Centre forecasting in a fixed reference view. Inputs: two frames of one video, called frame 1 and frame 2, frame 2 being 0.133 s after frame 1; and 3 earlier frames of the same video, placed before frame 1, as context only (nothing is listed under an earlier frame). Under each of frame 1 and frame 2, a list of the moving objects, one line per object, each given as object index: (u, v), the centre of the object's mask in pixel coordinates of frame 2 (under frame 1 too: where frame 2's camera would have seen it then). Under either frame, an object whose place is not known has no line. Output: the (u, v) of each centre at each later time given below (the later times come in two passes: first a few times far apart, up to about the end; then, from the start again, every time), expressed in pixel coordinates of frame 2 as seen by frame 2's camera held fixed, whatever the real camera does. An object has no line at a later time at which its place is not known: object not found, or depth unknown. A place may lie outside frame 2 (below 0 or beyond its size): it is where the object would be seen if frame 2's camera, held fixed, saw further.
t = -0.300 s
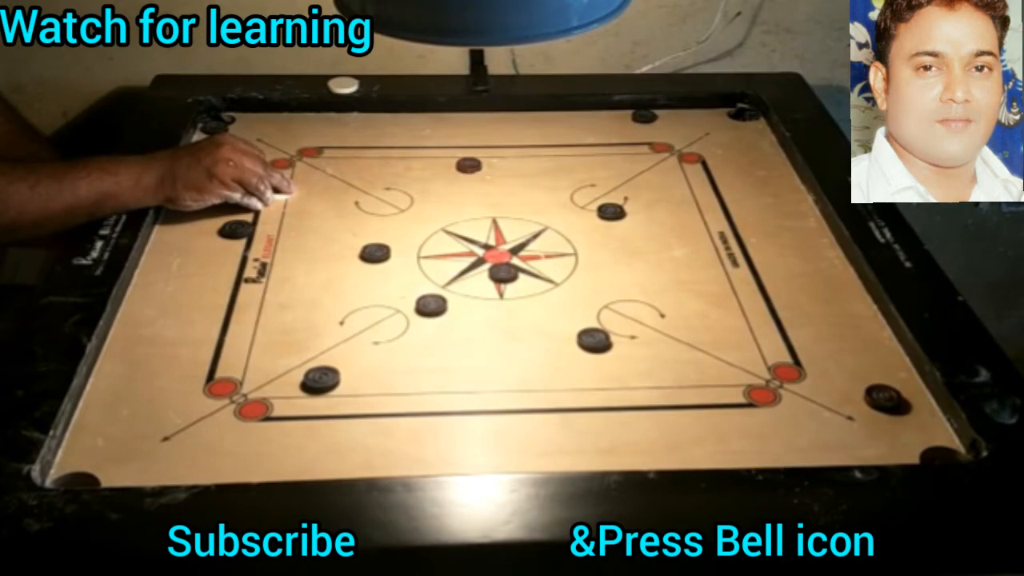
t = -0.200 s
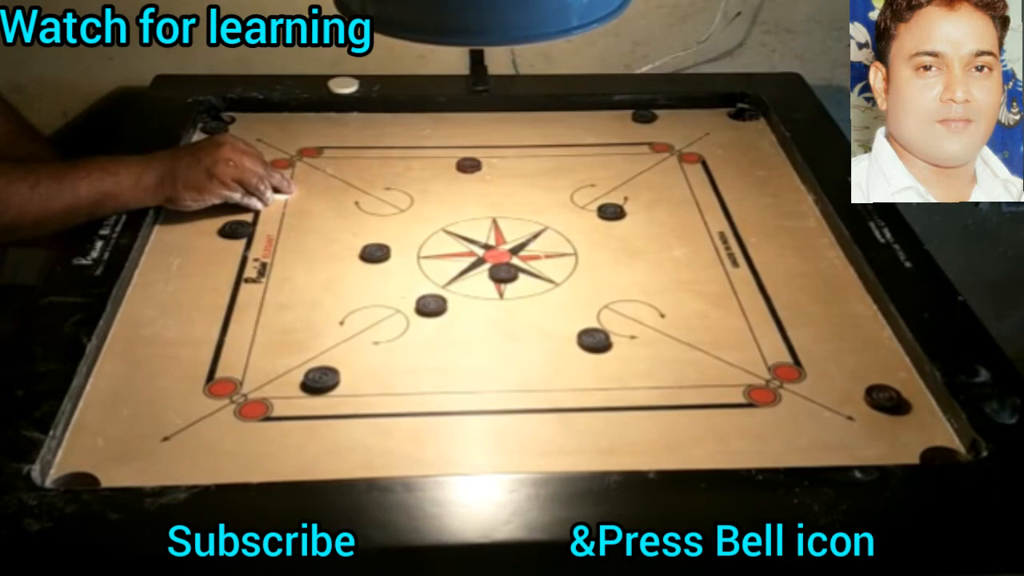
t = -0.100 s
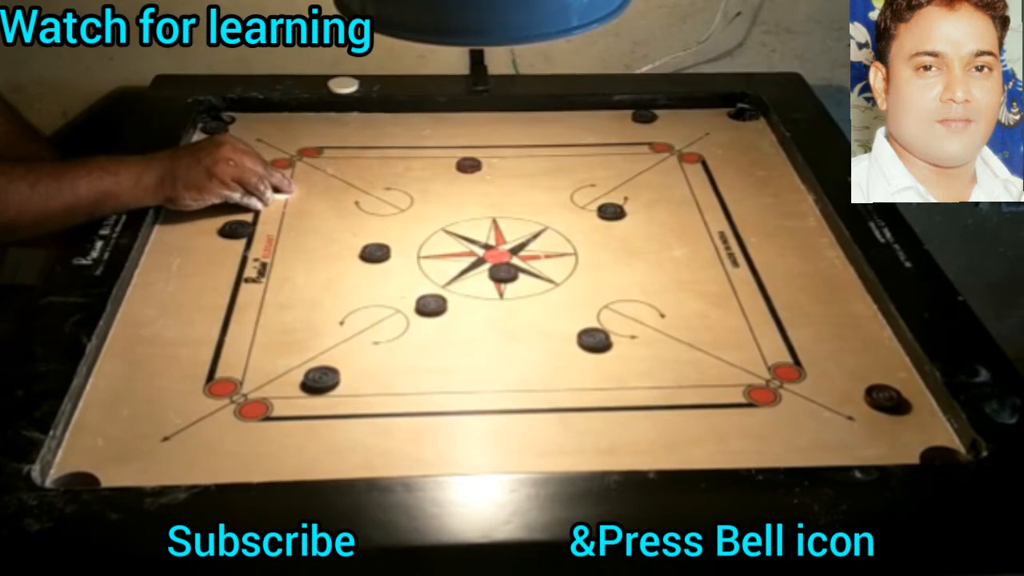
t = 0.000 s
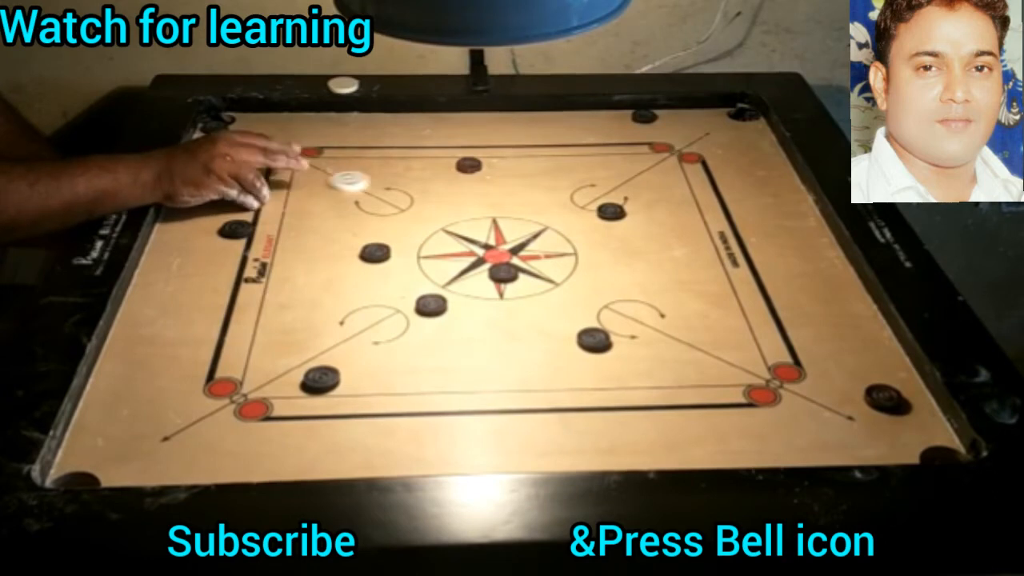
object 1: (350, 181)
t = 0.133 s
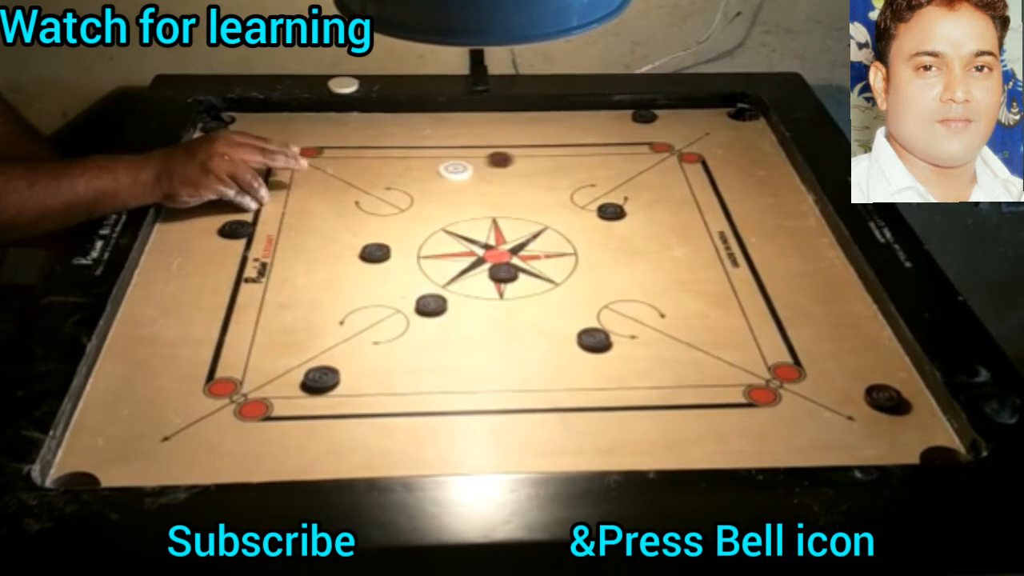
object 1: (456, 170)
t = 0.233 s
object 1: (492, 169)
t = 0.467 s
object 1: (538, 168)
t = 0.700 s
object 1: (541, 168)
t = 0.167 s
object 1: (469, 169)
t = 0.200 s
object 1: (481, 169)
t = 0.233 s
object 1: (492, 169)
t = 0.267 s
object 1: (502, 168)
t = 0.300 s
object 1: (511, 168)
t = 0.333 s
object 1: (519, 168)
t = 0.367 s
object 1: (525, 168)
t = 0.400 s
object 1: (531, 168)
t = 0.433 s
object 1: (535, 168)
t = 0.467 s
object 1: (538, 168)
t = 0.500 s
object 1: (540, 168)
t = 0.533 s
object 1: (541, 168)
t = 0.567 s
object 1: (541, 168)
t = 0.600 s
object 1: (541, 168)
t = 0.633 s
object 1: (541, 168)
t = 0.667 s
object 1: (541, 168)
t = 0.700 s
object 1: (541, 168)
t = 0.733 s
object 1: (541, 168)
